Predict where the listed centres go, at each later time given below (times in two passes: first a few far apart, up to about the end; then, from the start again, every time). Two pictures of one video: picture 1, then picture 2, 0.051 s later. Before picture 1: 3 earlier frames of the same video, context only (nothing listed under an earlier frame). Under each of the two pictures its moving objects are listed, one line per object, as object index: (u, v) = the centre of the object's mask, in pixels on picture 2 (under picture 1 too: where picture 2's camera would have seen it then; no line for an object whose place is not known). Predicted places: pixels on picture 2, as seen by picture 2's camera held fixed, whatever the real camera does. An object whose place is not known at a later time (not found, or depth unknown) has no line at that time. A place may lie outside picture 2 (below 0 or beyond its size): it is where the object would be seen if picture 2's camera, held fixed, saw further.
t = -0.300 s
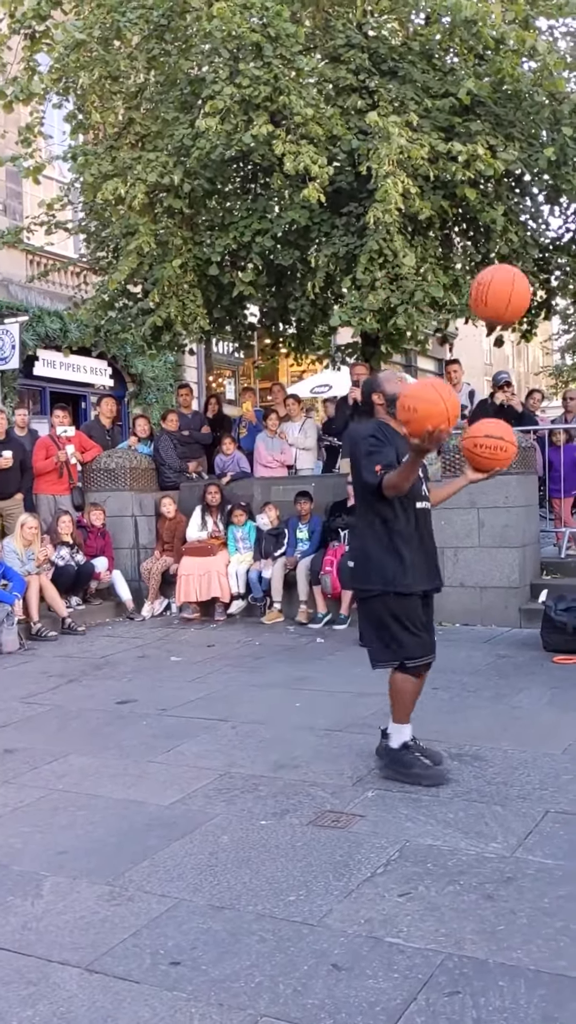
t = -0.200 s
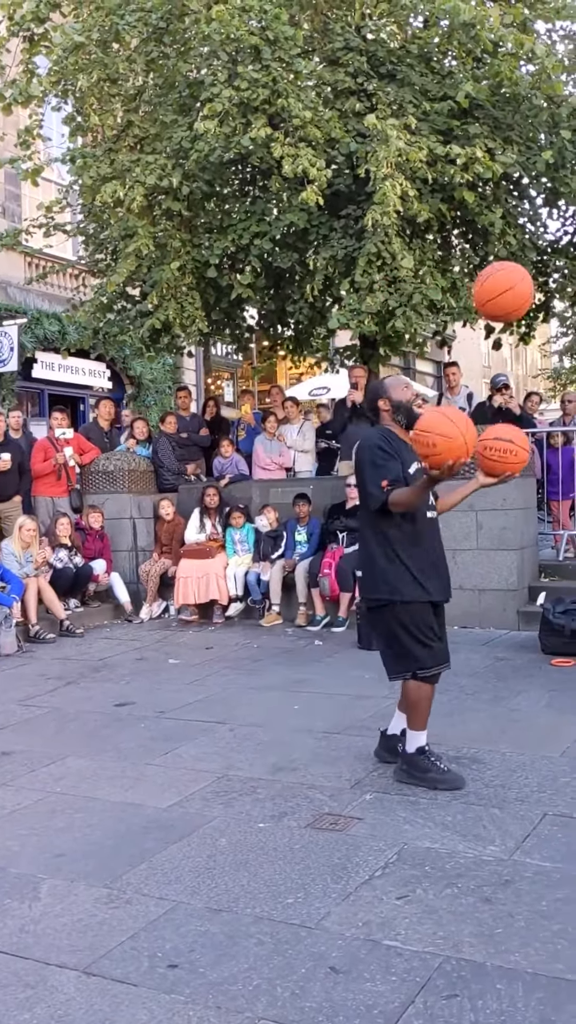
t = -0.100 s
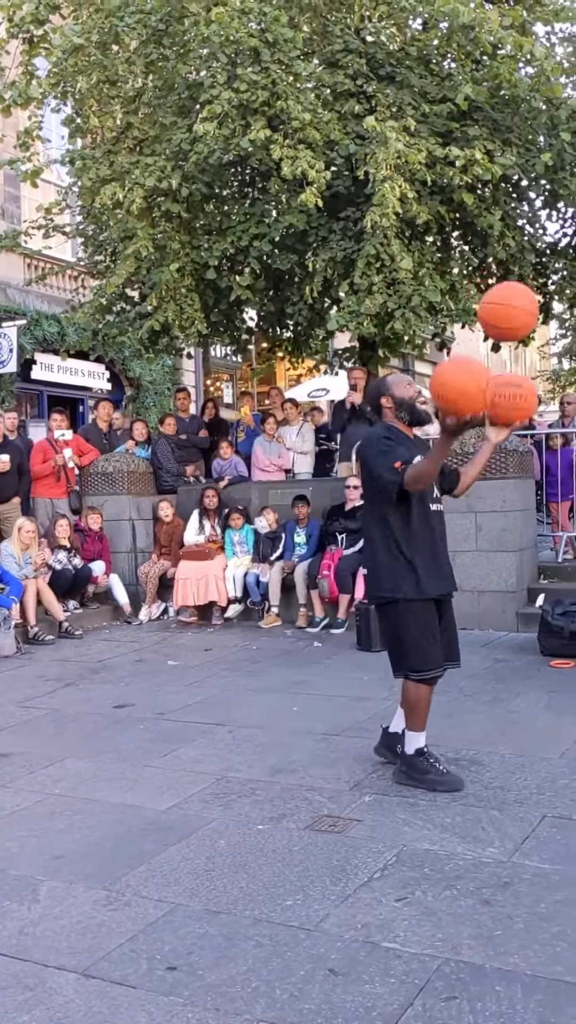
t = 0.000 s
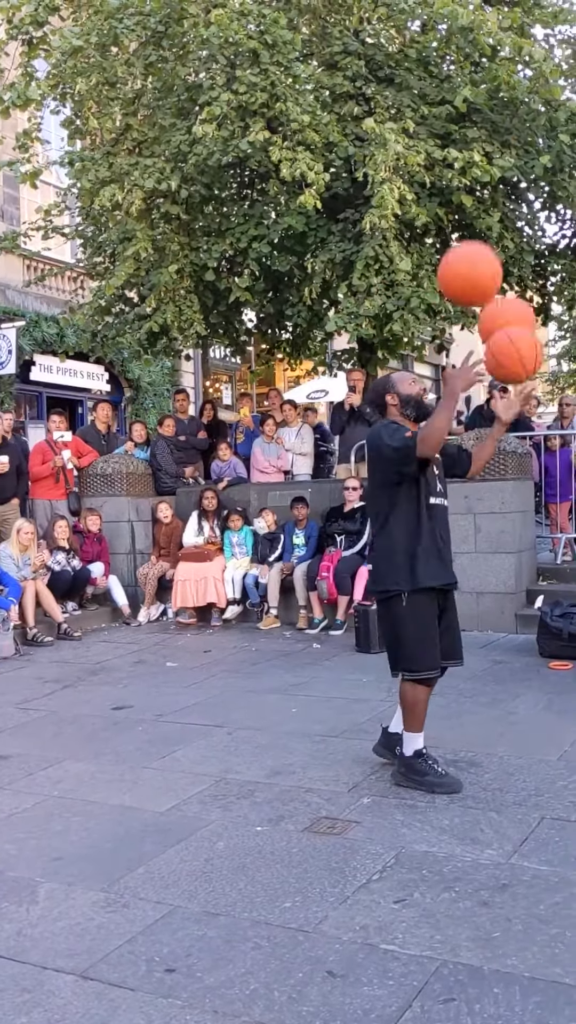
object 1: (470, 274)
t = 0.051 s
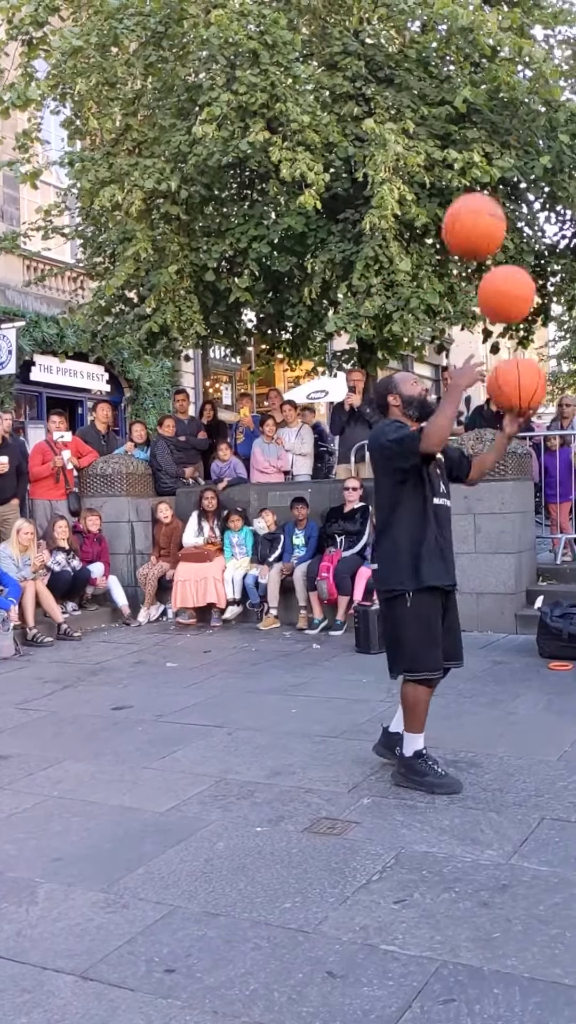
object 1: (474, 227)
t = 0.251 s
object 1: (491, 106)
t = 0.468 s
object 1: (511, 92)
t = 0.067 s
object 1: (475, 213)
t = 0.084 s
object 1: (477, 199)
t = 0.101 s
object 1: (478, 187)
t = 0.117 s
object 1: (480, 174)
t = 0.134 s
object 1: (481, 163)
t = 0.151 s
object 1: (483, 153)
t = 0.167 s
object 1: (484, 143)
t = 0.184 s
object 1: (486, 134)
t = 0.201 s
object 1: (487, 126)
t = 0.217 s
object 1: (488, 119)
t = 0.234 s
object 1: (490, 113)
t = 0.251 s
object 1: (491, 106)
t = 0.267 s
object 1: (493, 102)
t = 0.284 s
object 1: (494, 97)
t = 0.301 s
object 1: (495, 94)
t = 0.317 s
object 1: (497, 91)
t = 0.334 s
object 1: (499, 88)
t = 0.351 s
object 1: (500, 87)
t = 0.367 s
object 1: (502, 86)
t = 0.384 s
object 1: (503, 85)
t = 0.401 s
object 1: (505, 86)
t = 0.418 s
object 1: (506, 86)
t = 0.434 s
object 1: (508, 88)
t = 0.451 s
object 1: (510, 89)
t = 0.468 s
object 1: (511, 92)
